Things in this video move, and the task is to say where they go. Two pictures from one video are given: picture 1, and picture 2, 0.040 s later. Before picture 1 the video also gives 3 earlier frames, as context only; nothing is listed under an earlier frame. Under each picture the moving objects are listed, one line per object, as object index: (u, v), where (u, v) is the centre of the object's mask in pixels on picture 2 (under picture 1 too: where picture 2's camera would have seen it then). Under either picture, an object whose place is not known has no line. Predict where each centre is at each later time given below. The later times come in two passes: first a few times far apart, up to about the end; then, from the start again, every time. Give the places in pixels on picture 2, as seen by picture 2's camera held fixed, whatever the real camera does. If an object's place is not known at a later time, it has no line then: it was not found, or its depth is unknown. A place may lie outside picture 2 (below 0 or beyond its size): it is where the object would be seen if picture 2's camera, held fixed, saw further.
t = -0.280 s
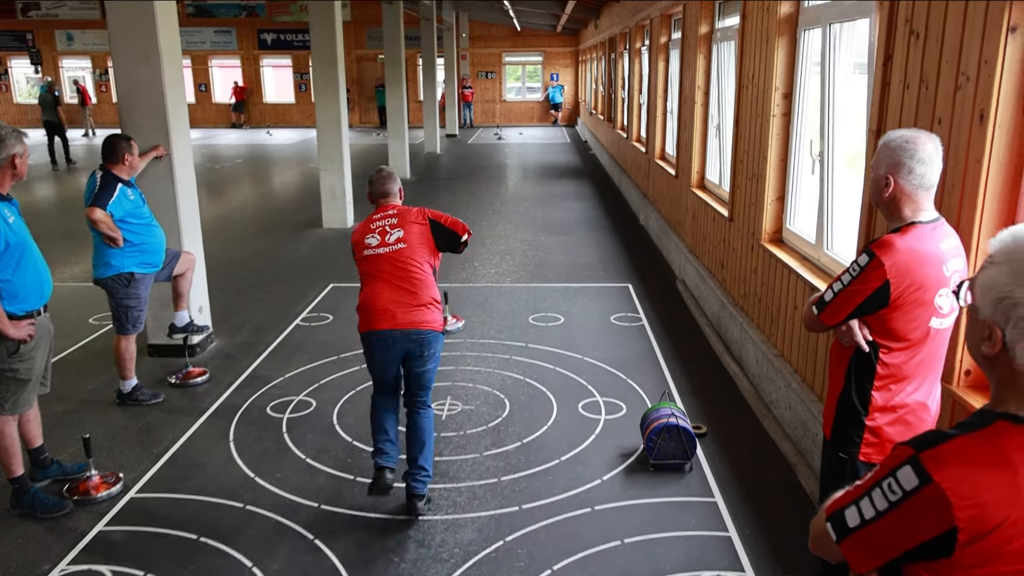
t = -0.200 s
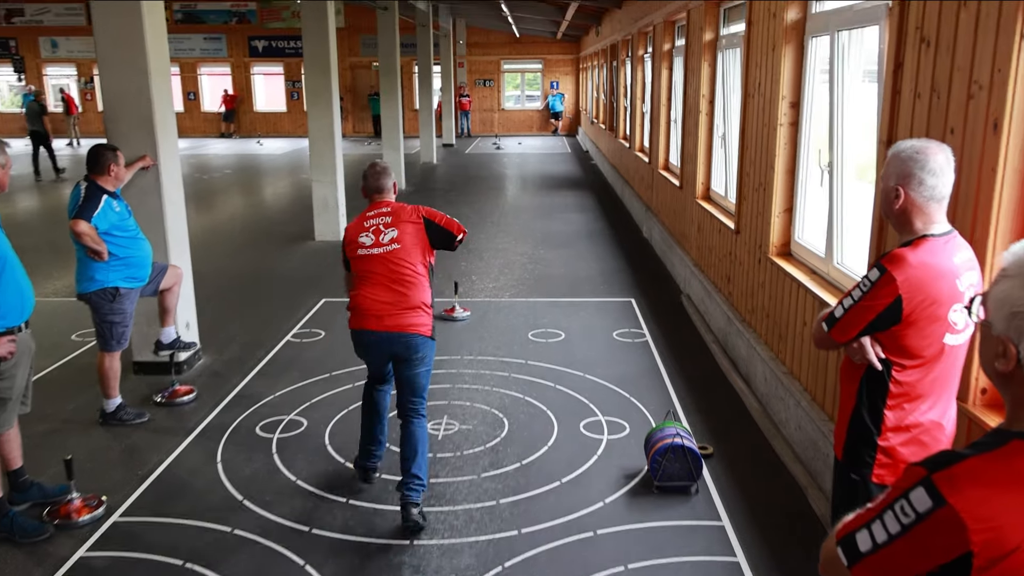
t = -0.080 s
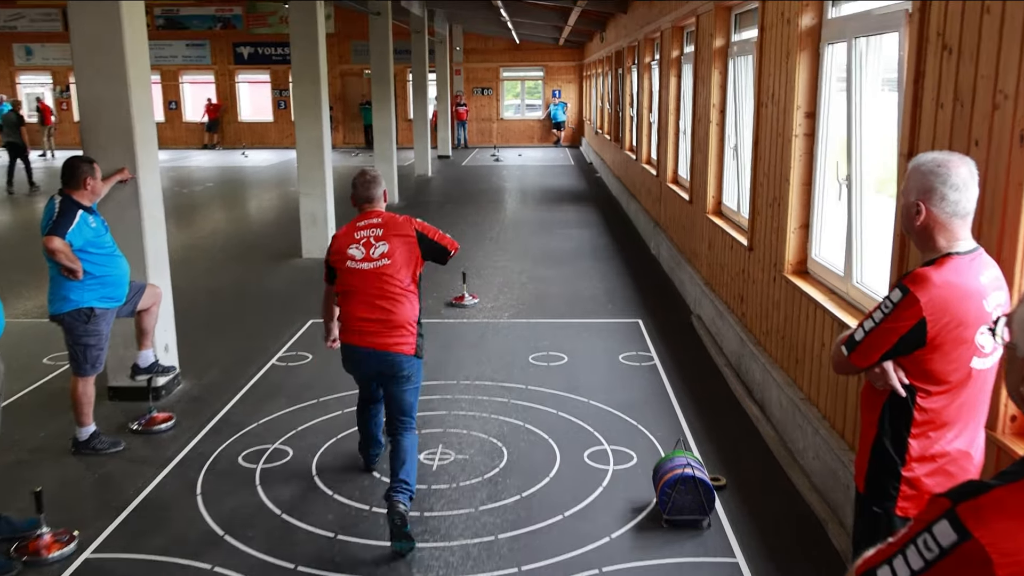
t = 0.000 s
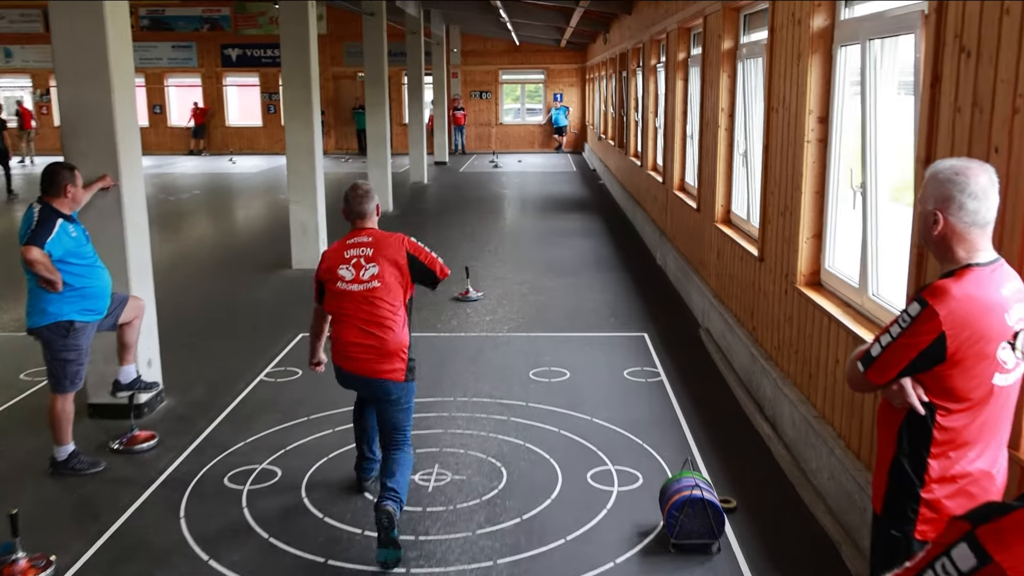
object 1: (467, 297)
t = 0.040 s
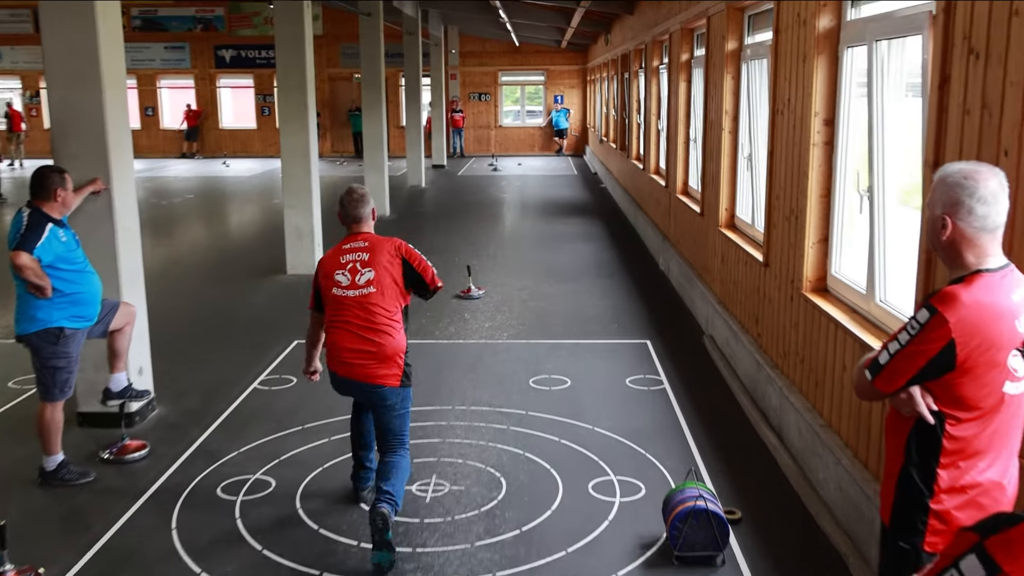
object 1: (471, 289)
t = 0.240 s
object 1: (484, 255)
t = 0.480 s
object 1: (496, 230)
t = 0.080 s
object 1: (475, 282)
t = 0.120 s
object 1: (477, 275)
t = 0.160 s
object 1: (479, 268)
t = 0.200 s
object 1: (482, 262)
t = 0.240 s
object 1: (484, 255)
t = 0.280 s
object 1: (487, 251)
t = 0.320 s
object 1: (489, 246)
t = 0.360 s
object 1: (490, 242)
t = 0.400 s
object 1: (493, 237)
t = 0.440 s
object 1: (494, 233)
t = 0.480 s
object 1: (496, 230)
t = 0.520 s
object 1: (498, 226)
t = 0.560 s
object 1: (499, 222)
